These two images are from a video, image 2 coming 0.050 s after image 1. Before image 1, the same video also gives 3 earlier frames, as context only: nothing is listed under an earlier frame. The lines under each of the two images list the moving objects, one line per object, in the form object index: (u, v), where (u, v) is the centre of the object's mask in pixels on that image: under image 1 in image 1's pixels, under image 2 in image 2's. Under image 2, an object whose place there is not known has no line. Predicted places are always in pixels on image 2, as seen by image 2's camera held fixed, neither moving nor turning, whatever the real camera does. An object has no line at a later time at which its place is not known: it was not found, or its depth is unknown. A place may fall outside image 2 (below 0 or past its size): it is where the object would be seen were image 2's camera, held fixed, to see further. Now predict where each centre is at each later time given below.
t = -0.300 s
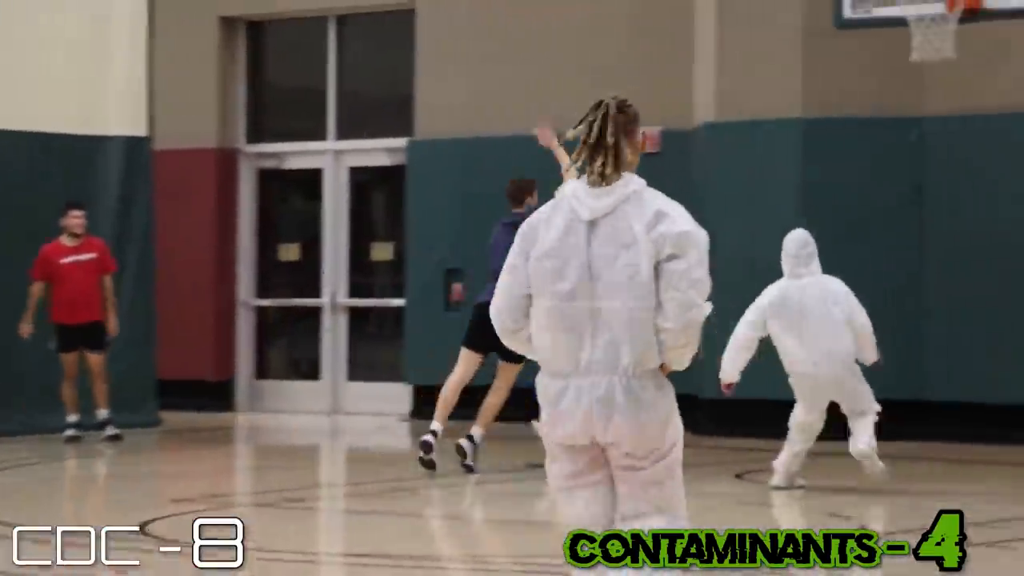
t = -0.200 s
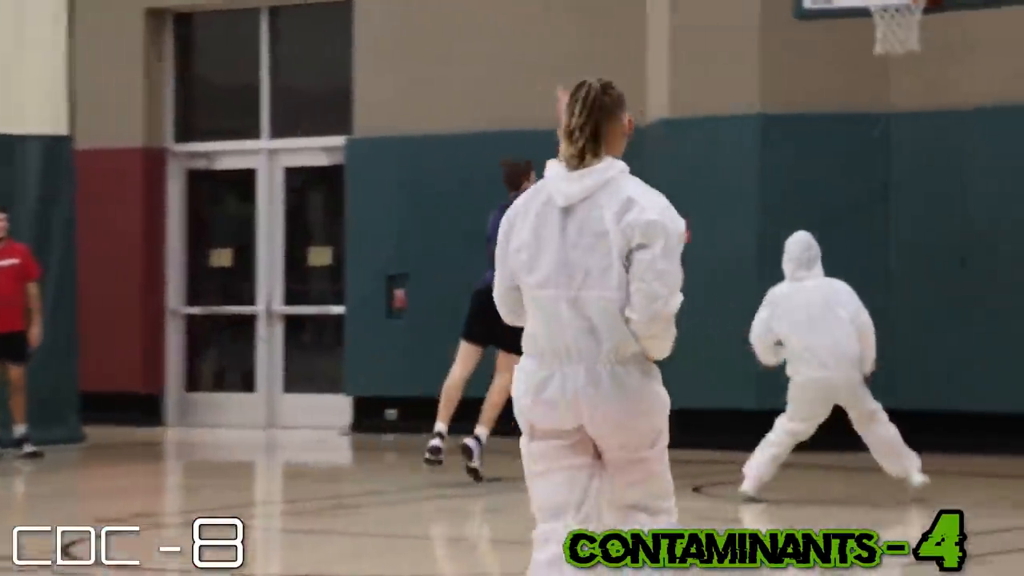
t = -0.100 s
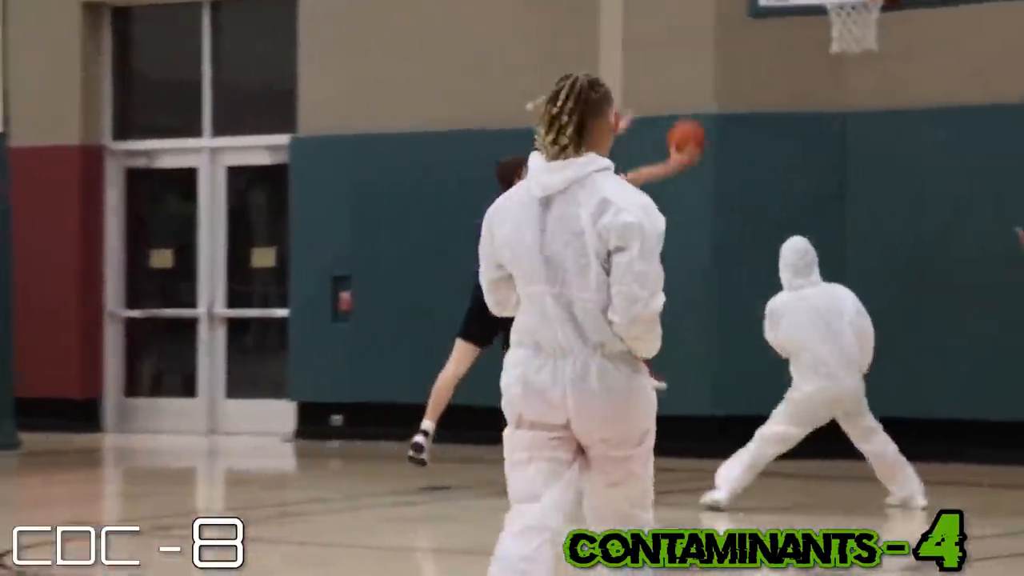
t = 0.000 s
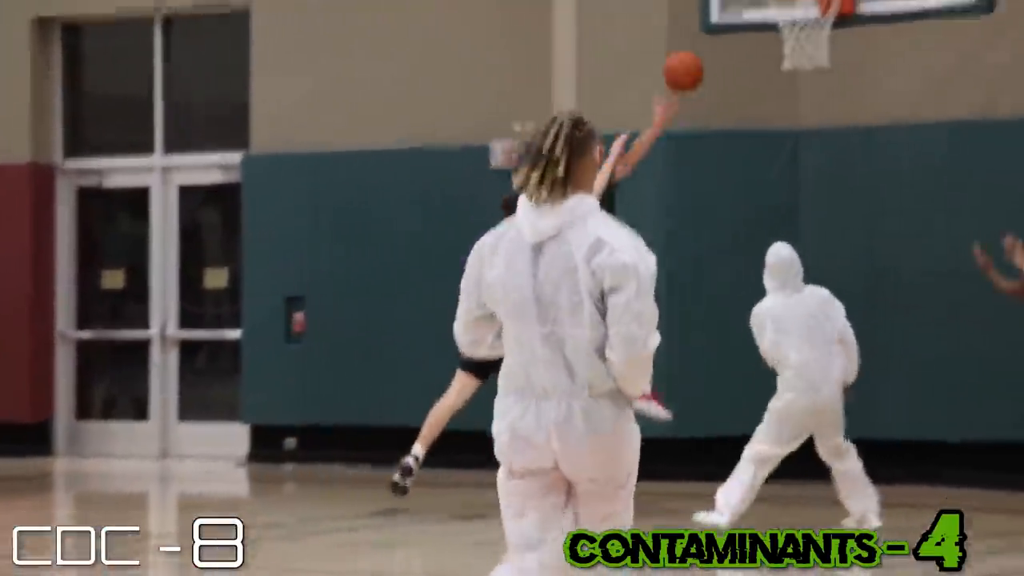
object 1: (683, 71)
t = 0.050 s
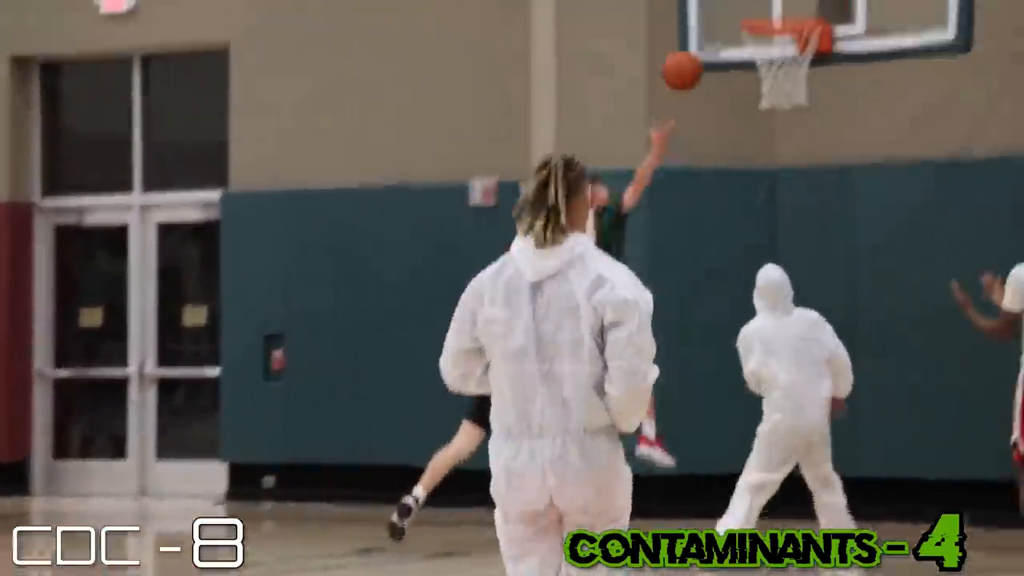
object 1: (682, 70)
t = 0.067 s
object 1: (688, 58)
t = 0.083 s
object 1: (695, 47)
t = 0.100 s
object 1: (703, 35)
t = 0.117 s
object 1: (708, 24)
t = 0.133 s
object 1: (715, 14)
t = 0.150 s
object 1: (721, 4)
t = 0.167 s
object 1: (727, -5)
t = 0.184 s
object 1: (734, -14)
